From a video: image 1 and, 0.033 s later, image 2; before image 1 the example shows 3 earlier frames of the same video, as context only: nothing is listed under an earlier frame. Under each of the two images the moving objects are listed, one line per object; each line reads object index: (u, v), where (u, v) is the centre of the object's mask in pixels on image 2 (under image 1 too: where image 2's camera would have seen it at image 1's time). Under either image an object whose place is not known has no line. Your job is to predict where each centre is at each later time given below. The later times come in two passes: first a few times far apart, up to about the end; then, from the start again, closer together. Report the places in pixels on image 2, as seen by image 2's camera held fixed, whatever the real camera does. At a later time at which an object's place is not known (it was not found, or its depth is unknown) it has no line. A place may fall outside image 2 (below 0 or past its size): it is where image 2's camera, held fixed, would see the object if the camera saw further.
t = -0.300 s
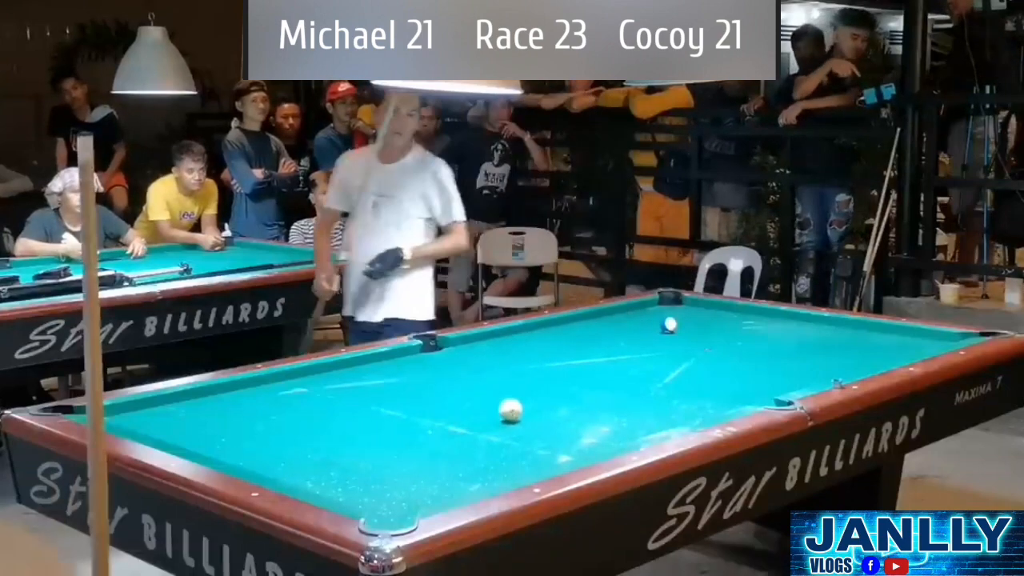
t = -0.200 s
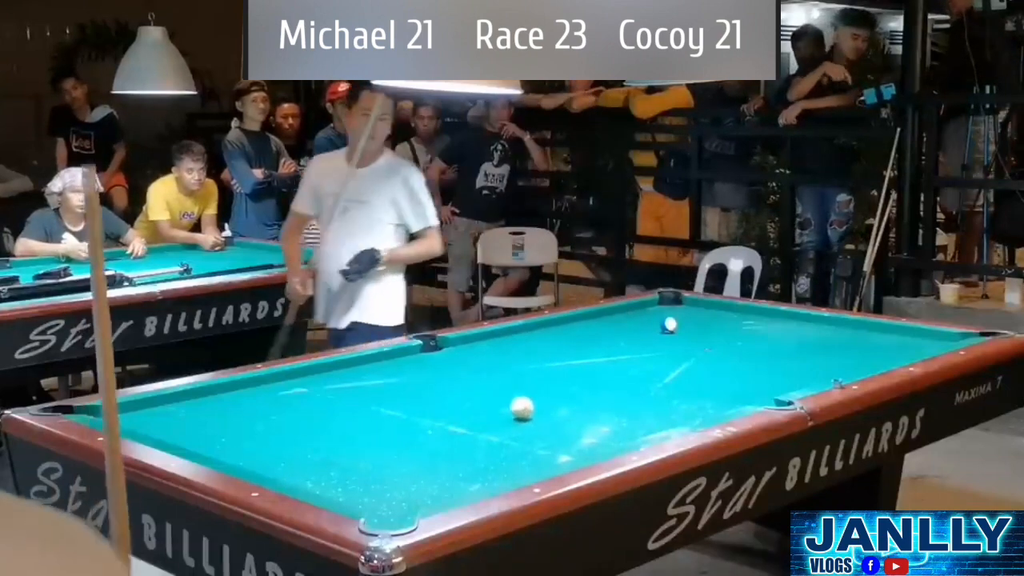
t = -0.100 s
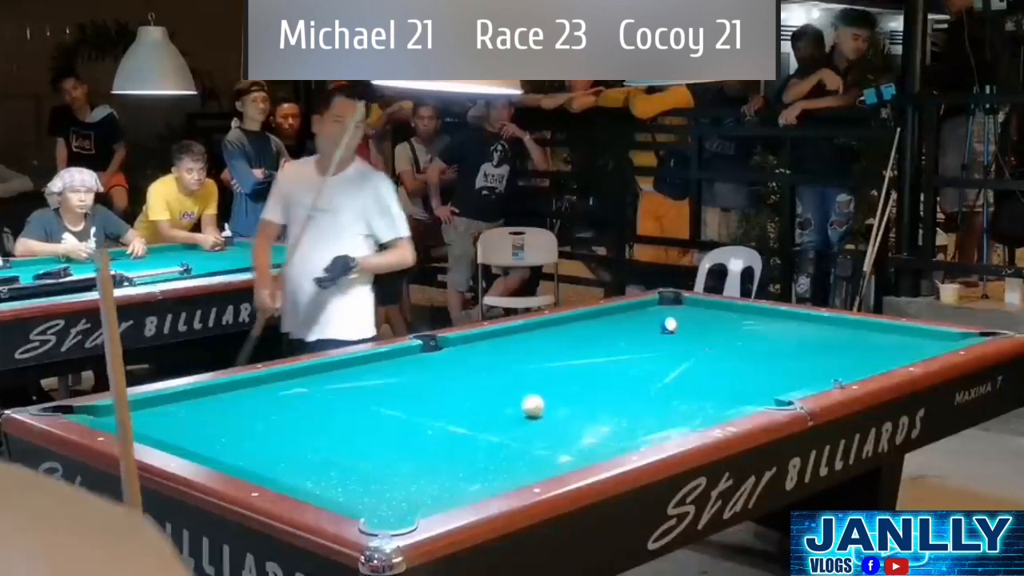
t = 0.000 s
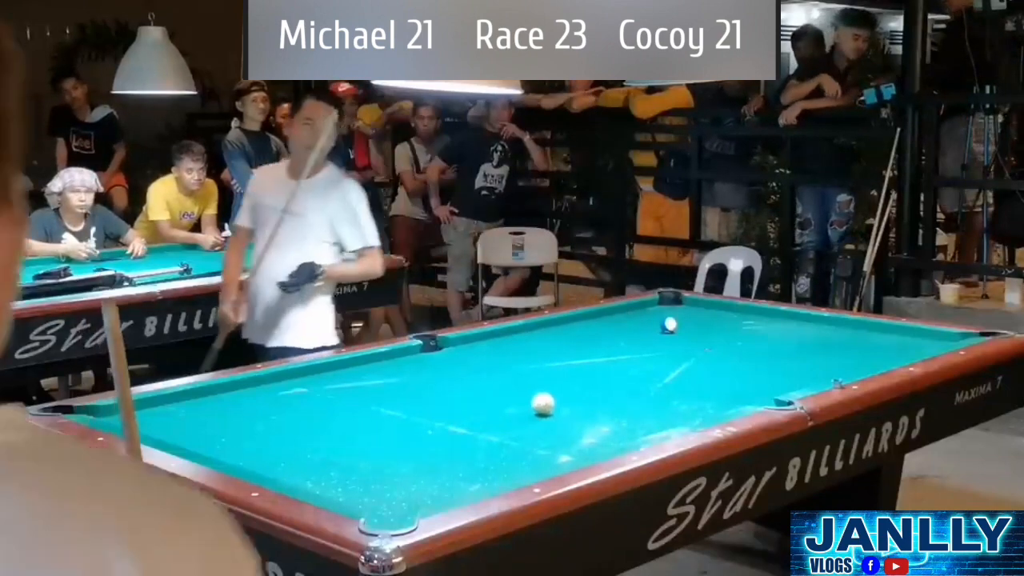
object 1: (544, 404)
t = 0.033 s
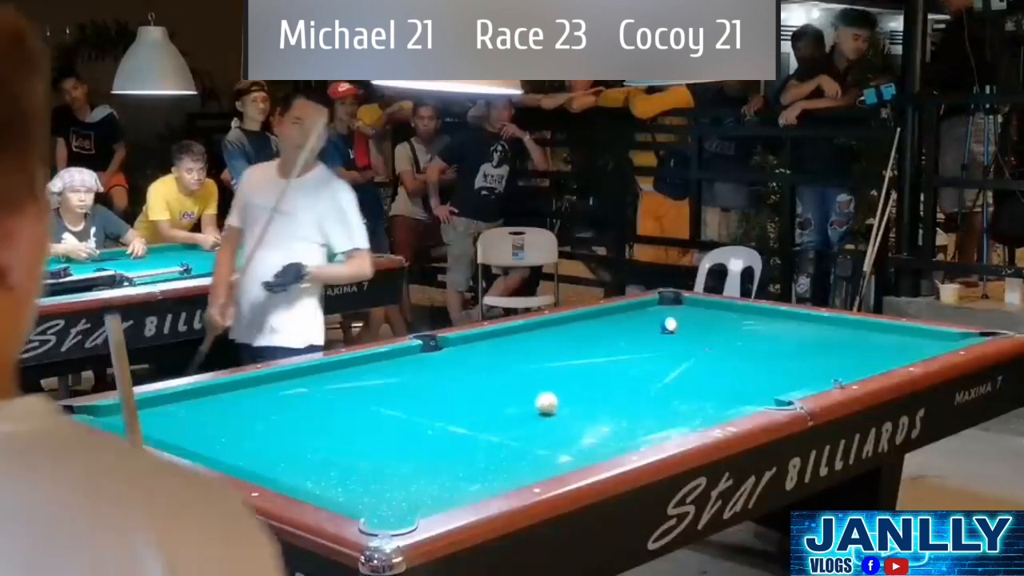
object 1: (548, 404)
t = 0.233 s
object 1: (567, 399)
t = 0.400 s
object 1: (582, 397)
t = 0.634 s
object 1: (601, 393)
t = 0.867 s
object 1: (619, 390)
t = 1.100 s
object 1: (635, 386)
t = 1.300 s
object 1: (648, 384)
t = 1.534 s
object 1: (661, 381)
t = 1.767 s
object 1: (673, 380)
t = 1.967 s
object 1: (682, 378)
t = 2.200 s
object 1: (689, 376)
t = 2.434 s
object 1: (697, 375)
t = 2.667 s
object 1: (703, 374)
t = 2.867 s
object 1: (708, 373)
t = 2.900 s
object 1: (709, 372)
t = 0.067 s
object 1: (551, 403)
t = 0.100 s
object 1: (554, 402)
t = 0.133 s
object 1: (558, 401)
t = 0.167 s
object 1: (561, 401)
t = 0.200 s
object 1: (564, 400)
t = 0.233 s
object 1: (567, 399)
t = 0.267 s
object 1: (570, 399)
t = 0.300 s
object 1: (573, 399)
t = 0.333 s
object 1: (576, 398)
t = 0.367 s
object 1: (580, 397)
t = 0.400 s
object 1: (582, 397)
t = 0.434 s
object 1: (585, 396)
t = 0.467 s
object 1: (588, 396)
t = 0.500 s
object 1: (590, 395)
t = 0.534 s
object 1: (593, 395)
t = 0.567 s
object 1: (596, 394)
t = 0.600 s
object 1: (599, 393)
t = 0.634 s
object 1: (601, 393)
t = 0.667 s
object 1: (604, 392)
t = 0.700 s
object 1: (607, 392)
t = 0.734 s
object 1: (609, 391)
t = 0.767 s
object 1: (612, 391)
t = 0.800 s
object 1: (615, 390)
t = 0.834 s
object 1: (617, 390)
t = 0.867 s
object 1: (619, 390)
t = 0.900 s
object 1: (622, 389)
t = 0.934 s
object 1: (624, 389)
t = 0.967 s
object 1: (626, 389)
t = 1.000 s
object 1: (628, 388)
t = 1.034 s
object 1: (631, 387)
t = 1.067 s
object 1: (633, 387)
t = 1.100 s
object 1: (635, 386)
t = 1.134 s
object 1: (638, 386)
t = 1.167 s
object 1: (640, 386)
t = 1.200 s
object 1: (642, 385)
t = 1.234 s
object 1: (644, 385)
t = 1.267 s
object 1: (646, 384)
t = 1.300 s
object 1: (648, 384)
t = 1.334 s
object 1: (650, 383)
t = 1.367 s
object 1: (652, 383)
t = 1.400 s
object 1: (654, 383)
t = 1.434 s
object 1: (655, 382)
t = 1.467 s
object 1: (657, 382)
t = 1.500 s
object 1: (659, 382)
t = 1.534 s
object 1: (661, 381)
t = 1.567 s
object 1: (663, 381)
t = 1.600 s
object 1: (665, 381)
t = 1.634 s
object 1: (667, 380)
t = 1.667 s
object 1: (668, 380)
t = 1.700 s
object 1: (670, 380)
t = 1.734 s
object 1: (671, 380)
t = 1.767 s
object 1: (673, 380)
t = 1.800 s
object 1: (675, 379)
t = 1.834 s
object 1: (676, 379)
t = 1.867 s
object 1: (678, 379)
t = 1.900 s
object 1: (679, 378)
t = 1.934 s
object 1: (681, 378)
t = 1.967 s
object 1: (682, 378)
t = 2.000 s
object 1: (683, 378)
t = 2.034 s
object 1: (684, 377)
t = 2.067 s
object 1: (686, 377)
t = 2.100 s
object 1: (687, 377)
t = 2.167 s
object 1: (688, 376)
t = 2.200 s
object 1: (689, 376)
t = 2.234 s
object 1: (690, 376)
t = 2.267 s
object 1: (692, 375)
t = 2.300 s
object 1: (693, 375)
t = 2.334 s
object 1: (694, 375)
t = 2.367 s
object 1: (695, 375)
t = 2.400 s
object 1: (696, 375)
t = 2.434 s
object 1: (697, 375)
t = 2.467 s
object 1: (698, 374)
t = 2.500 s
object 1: (699, 374)
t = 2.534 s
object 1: (700, 374)
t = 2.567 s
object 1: (701, 374)
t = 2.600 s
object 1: (702, 374)
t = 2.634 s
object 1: (702, 373)
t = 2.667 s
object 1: (703, 374)
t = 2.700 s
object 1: (704, 373)
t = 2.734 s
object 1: (705, 373)
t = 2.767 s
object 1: (706, 373)
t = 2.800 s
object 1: (706, 373)
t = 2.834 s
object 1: (707, 373)
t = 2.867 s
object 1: (708, 373)
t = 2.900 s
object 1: (709, 372)
